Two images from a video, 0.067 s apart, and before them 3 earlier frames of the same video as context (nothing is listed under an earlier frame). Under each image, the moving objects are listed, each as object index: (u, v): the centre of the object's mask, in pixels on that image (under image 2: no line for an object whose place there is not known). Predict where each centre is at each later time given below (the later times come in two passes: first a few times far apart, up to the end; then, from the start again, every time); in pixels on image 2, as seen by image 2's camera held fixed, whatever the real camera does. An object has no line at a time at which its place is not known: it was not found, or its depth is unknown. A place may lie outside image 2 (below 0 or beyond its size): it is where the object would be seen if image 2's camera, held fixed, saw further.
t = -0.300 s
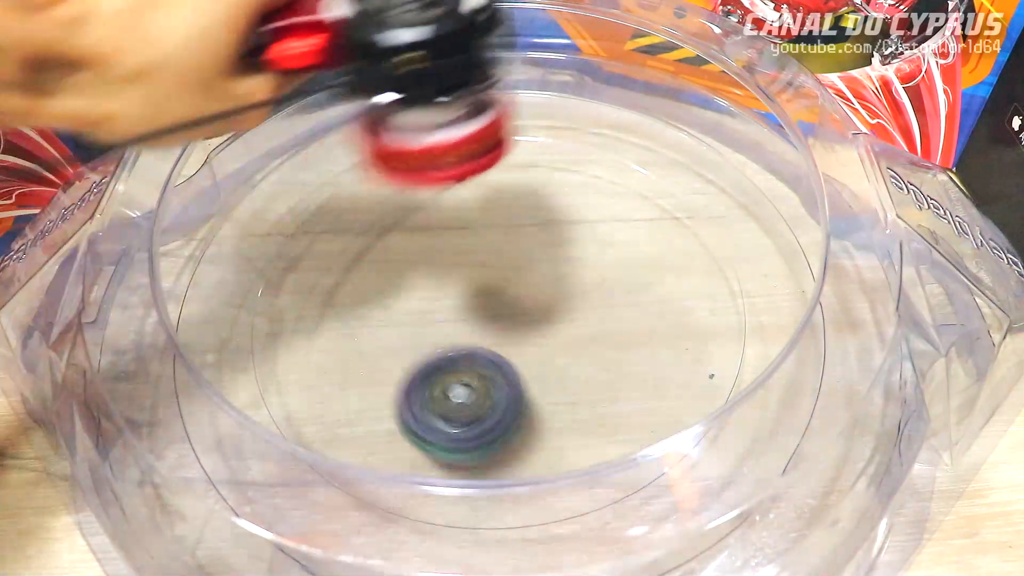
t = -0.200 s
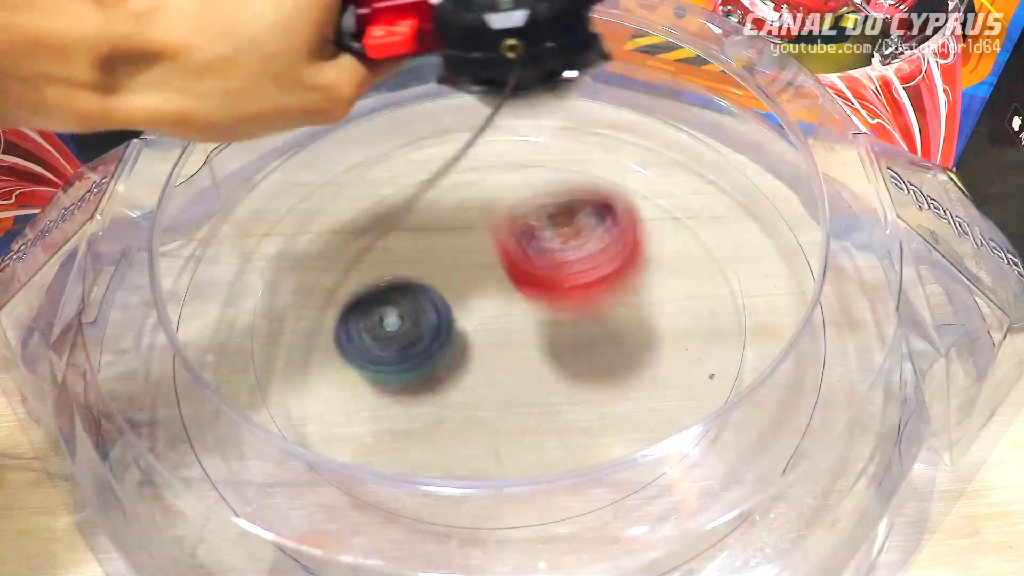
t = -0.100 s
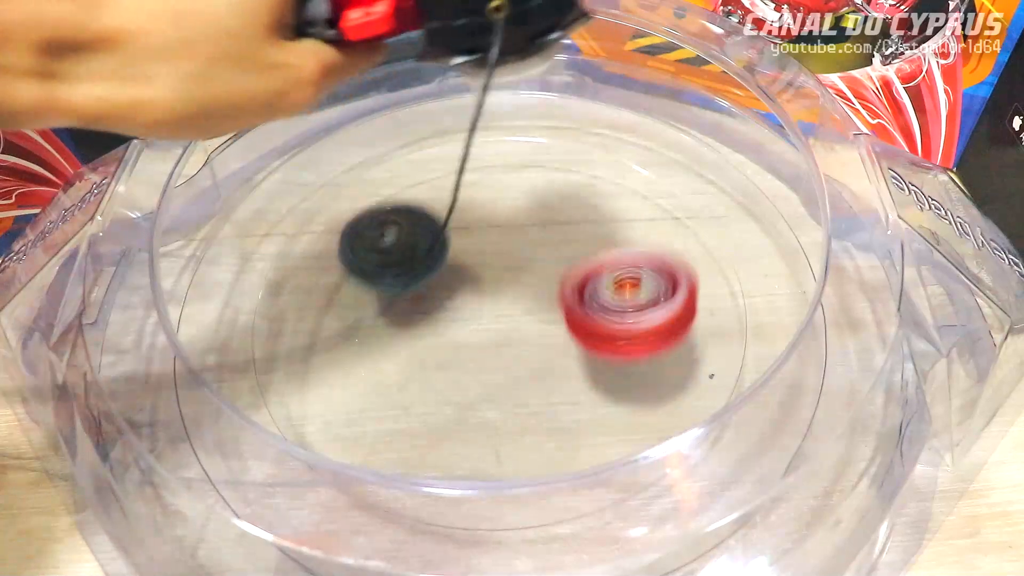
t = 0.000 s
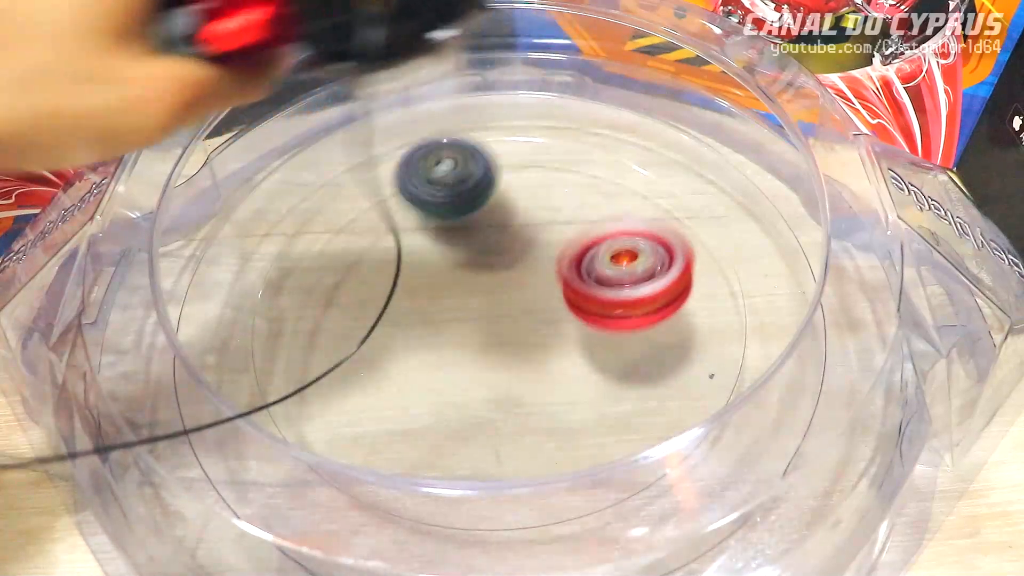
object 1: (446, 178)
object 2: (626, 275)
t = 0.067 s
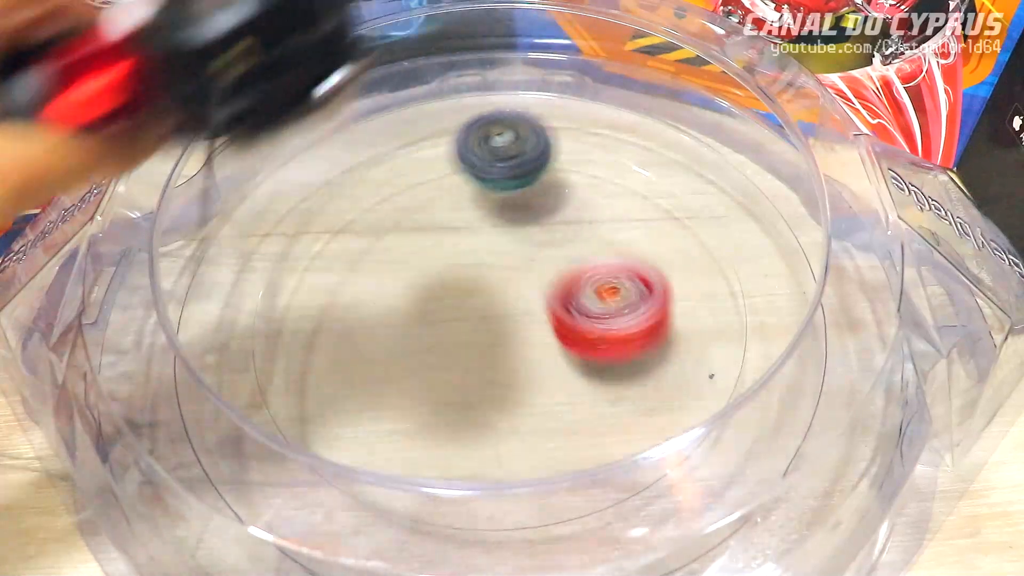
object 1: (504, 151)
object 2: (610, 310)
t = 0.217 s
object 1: (657, 160)
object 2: (490, 260)
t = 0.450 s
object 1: (678, 438)
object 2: (350, 261)
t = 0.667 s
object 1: (333, 549)
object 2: (374, 356)
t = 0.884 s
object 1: (178, 471)
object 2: (488, 379)
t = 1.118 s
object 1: (149, 380)
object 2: (506, 270)
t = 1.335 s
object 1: (199, 297)
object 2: (414, 220)
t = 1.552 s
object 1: (244, 236)
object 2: (383, 295)
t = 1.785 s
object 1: (248, 207)
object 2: (521, 327)
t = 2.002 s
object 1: (257, 203)
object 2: (558, 225)
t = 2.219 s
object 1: (271, 210)
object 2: (445, 183)
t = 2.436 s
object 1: (312, 234)
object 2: (464, 249)
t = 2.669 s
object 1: (470, 282)
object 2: (584, 327)
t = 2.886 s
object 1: (461, 252)
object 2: (768, 369)
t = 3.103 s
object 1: (510, 306)
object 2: (854, 340)
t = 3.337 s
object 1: (459, 341)
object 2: (895, 305)
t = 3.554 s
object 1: (466, 306)
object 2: (900, 304)
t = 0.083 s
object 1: (520, 147)
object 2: (597, 294)
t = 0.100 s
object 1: (537, 144)
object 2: (584, 283)
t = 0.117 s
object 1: (555, 142)
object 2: (570, 276)
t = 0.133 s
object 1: (572, 142)
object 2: (558, 272)
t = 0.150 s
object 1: (590, 143)
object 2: (544, 274)
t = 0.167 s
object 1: (607, 145)
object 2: (531, 278)
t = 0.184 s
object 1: (624, 149)
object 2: (520, 279)
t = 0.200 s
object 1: (641, 154)
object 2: (505, 269)
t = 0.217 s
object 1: (657, 160)
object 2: (490, 260)
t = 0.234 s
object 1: (673, 169)
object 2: (476, 256)
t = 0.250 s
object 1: (686, 179)
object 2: (462, 256)
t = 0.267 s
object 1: (699, 192)
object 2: (448, 256)
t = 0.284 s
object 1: (710, 207)
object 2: (435, 250)
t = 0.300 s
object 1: (719, 225)
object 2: (423, 245)
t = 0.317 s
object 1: (726, 244)
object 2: (411, 244)
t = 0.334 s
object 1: (731, 265)
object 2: (399, 245)
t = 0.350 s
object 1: (735, 287)
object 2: (390, 247)
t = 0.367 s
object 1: (734, 307)
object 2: (381, 247)
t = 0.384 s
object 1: (729, 333)
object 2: (374, 249)
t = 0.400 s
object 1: (724, 357)
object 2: (367, 251)
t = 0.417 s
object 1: (715, 381)
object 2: (360, 254)
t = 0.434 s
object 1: (701, 409)
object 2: (354, 257)
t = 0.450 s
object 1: (678, 438)
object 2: (350, 261)
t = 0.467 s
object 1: (654, 462)
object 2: (346, 266)
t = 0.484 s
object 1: (630, 482)
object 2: (343, 272)
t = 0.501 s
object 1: (602, 506)
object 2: (341, 278)
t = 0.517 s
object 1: (576, 522)
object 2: (341, 286)
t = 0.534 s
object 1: (546, 537)
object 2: (341, 293)
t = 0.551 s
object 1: (518, 544)
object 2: (342, 300)
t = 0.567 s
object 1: (490, 548)
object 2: (344, 308)
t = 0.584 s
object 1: (461, 550)
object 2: (347, 317)
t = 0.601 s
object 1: (428, 555)
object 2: (350, 324)
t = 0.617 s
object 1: (401, 558)
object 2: (355, 333)
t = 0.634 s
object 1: (377, 555)
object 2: (361, 340)
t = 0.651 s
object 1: (353, 552)
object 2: (368, 349)
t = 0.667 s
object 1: (333, 549)
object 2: (374, 356)
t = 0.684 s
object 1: (313, 545)
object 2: (382, 363)
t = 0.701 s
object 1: (295, 542)
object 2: (389, 370)
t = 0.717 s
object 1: (276, 538)
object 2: (397, 376)
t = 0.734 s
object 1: (263, 533)
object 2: (405, 380)
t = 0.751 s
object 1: (249, 529)
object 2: (414, 383)
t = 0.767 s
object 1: (236, 523)
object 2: (424, 387)
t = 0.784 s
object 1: (226, 517)
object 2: (433, 389)
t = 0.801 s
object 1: (216, 510)
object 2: (442, 389)
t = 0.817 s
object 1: (206, 503)
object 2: (452, 390)
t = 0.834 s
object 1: (199, 495)
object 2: (462, 388)
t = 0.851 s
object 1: (190, 487)
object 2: (471, 386)
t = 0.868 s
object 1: (184, 480)
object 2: (480, 383)
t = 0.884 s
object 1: (178, 471)
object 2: (488, 379)
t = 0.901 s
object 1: (173, 464)
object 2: (496, 374)
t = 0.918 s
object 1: (169, 457)
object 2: (503, 369)
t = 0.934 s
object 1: (166, 451)
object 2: (509, 363)
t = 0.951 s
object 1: (163, 444)
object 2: (514, 356)
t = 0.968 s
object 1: (159, 438)
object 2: (518, 350)
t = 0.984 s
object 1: (156, 431)
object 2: (521, 342)
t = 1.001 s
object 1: (153, 425)
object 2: (523, 333)
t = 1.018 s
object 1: (151, 419)
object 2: (524, 324)
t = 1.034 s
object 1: (149, 412)
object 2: (524, 316)
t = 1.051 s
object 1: (149, 405)
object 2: (523, 308)
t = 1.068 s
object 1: (148, 399)
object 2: (520, 298)
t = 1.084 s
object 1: (148, 393)
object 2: (516, 289)
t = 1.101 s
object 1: (149, 386)
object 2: (512, 279)
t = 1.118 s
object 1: (149, 380)
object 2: (506, 270)
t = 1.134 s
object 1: (150, 374)
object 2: (500, 262)
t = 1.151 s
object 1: (150, 369)
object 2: (493, 252)
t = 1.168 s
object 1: (152, 363)
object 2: (486, 245)
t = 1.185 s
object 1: (153, 357)
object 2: (478, 237)
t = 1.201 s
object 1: (153, 351)
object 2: (471, 231)
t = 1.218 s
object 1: (156, 345)
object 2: (464, 226)
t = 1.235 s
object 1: (160, 339)
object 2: (456, 223)
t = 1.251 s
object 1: (164, 332)
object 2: (449, 220)
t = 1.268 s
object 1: (170, 325)
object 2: (441, 219)
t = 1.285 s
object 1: (177, 318)
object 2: (434, 217)
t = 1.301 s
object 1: (185, 311)
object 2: (427, 218)
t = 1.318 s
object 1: (192, 304)
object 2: (421, 218)
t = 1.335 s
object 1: (199, 297)
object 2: (414, 220)
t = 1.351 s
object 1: (205, 290)
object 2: (408, 222)
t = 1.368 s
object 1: (214, 284)
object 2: (402, 225)
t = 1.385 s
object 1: (217, 278)
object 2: (396, 229)
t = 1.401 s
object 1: (222, 273)
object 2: (390, 233)
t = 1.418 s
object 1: (227, 268)
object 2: (385, 238)
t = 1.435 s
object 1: (232, 263)
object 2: (380, 244)
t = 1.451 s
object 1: (237, 259)
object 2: (375, 250)
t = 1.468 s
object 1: (242, 254)
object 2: (370, 256)
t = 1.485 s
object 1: (246, 250)
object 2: (367, 264)
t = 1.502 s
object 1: (247, 247)
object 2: (369, 271)
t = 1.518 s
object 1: (246, 243)
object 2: (373, 278)
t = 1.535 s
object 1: (245, 240)
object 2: (377, 288)
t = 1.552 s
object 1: (244, 236)
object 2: (383, 295)
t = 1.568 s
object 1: (243, 233)
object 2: (390, 302)
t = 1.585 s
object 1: (243, 230)
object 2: (397, 309)
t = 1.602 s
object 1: (243, 228)
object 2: (407, 316)
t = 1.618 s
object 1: (242, 225)
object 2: (415, 322)
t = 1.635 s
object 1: (242, 222)
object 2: (425, 327)
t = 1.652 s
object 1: (243, 220)
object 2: (436, 331)
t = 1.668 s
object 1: (243, 218)
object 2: (446, 335)
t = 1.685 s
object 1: (244, 216)
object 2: (457, 336)
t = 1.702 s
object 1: (244, 214)
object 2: (468, 338)
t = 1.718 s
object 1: (245, 212)
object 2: (480, 338)
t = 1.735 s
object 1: (245, 211)
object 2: (490, 337)
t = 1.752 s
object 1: (246, 209)
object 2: (500, 335)
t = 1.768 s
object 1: (247, 208)
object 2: (511, 332)
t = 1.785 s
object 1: (248, 207)
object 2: (521, 327)
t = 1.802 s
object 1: (249, 206)
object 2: (530, 321)
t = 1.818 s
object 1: (249, 205)
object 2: (539, 314)
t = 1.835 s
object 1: (250, 204)
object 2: (547, 307)
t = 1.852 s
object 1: (250, 204)
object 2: (554, 299)
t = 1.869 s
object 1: (251, 203)
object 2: (559, 291)
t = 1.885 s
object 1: (252, 203)
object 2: (564, 281)
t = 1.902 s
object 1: (252, 203)
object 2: (567, 273)
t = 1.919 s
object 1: (253, 202)
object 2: (568, 263)
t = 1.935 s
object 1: (253, 202)
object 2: (568, 255)
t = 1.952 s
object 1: (254, 203)
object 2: (568, 247)
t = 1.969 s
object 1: (255, 203)
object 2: (565, 239)
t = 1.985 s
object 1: (255, 203)
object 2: (563, 232)
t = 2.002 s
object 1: (257, 203)
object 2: (558, 225)
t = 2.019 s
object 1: (258, 203)
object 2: (553, 219)
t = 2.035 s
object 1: (259, 204)
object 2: (546, 214)
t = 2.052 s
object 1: (260, 204)
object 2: (539, 209)
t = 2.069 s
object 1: (261, 204)
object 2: (532, 204)
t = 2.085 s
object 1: (262, 205)
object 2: (524, 200)
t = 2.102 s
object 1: (263, 205)
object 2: (514, 196)
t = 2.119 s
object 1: (264, 206)
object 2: (505, 193)
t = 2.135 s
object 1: (265, 206)
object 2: (496, 191)
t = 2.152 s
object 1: (266, 207)
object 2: (485, 188)
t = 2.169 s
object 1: (267, 208)
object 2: (475, 185)
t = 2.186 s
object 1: (268, 208)
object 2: (465, 184)
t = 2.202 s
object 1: (269, 209)
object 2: (454, 183)
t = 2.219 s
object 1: (271, 210)
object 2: (445, 183)
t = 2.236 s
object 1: (272, 211)
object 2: (437, 184)
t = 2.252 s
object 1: (273, 212)
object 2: (428, 186)
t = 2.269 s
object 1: (275, 213)
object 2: (421, 189)
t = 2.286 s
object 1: (277, 214)
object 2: (415, 192)
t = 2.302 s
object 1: (281, 215)
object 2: (411, 196)
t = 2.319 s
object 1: (287, 216)
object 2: (406, 201)
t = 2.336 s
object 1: (289, 219)
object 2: (408, 205)
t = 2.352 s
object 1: (290, 219)
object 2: (417, 212)
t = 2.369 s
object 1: (292, 221)
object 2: (426, 218)
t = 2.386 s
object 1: (295, 225)
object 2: (435, 225)
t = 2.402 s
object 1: (300, 227)
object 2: (444, 232)
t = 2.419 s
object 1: (305, 230)
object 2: (454, 240)
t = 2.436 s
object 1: (312, 234)
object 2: (464, 249)
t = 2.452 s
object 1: (320, 236)
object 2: (474, 258)
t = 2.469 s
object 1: (329, 240)
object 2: (483, 266)
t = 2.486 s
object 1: (338, 243)
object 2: (493, 275)
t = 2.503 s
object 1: (348, 247)
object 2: (502, 283)
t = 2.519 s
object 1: (358, 250)
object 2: (512, 291)
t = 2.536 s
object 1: (370, 254)
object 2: (521, 298)
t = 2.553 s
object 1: (381, 257)
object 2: (530, 304)
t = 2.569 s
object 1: (393, 261)
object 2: (540, 310)
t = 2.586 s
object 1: (406, 264)
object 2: (548, 314)
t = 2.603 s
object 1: (418, 267)
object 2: (557, 318)
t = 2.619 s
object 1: (432, 271)
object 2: (564, 321)
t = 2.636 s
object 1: (445, 275)
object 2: (572, 324)
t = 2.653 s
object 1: (458, 278)
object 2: (578, 325)
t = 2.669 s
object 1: (470, 282)
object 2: (584, 327)
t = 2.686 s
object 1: (480, 285)
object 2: (589, 327)
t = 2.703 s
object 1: (488, 287)
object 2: (593, 327)
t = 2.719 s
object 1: (494, 289)
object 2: (605, 331)
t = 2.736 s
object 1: (487, 281)
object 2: (629, 341)
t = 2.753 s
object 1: (481, 274)
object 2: (648, 347)
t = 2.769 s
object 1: (474, 268)
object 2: (669, 353)
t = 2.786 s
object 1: (469, 262)
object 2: (686, 357)
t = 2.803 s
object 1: (465, 258)
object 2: (702, 359)
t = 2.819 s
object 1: (463, 255)
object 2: (720, 363)
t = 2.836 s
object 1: (461, 252)
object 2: (735, 366)
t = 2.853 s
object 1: (460, 251)
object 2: (747, 365)
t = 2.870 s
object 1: (460, 251)
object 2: (757, 366)
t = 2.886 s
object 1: (461, 252)
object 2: (768, 369)
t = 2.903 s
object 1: (464, 254)
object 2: (779, 369)
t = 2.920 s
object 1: (468, 256)
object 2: (791, 371)
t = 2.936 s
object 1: (472, 259)
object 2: (802, 371)
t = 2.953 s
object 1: (477, 263)
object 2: (814, 372)
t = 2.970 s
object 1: (483, 266)
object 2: (828, 370)
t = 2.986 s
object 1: (489, 270)
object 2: (834, 364)
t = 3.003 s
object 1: (494, 275)
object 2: (837, 359)
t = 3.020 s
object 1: (499, 280)
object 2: (839, 357)
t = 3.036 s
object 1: (503, 285)
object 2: (841, 354)
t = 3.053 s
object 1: (506, 290)
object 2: (844, 349)
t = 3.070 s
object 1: (508, 295)
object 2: (845, 347)
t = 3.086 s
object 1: (509, 301)
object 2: (849, 344)
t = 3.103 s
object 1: (510, 306)
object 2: (854, 340)
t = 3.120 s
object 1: (510, 311)
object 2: (857, 339)
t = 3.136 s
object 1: (509, 316)
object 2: (861, 336)
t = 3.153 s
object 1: (507, 321)
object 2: (866, 334)
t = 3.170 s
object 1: (505, 326)
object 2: (871, 333)
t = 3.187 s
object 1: (502, 329)
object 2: (875, 331)
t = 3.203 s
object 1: (498, 332)
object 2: (881, 329)
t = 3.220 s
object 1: (494, 335)
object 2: (884, 326)
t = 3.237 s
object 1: (489, 338)
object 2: (885, 323)
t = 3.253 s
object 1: (484, 340)
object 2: (886, 319)
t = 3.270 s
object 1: (479, 341)
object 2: (888, 316)
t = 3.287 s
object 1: (474, 342)
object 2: (890, 313)
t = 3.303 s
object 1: (468, 343)
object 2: (891, 310)
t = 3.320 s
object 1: (462, 342)
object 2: (893, 307)
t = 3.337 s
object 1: (459, 341)
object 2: (895, 305)
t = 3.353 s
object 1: (455, 338)
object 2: (898, 304)
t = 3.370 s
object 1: (452, 335)
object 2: (901, 303)
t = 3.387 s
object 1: (450, 332)
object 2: (903, 302)
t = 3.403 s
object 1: (447, 327)
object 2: (905, 304)
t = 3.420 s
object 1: (446, 323)
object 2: (903, 301)
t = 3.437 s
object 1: (446, 319)
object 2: (902, 300)
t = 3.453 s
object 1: (446, 315)
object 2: (901, 300)
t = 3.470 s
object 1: (447, 312)
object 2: (900, 300)
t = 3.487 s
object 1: (450, 310)
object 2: (899, 301)
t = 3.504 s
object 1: (453, 308)
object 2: (899, 300)
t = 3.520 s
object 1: (458, 307)
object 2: (899, 302)
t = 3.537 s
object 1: (462, 306)
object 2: (899, 302)
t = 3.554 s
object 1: (466, 306)
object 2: (900, 304)
